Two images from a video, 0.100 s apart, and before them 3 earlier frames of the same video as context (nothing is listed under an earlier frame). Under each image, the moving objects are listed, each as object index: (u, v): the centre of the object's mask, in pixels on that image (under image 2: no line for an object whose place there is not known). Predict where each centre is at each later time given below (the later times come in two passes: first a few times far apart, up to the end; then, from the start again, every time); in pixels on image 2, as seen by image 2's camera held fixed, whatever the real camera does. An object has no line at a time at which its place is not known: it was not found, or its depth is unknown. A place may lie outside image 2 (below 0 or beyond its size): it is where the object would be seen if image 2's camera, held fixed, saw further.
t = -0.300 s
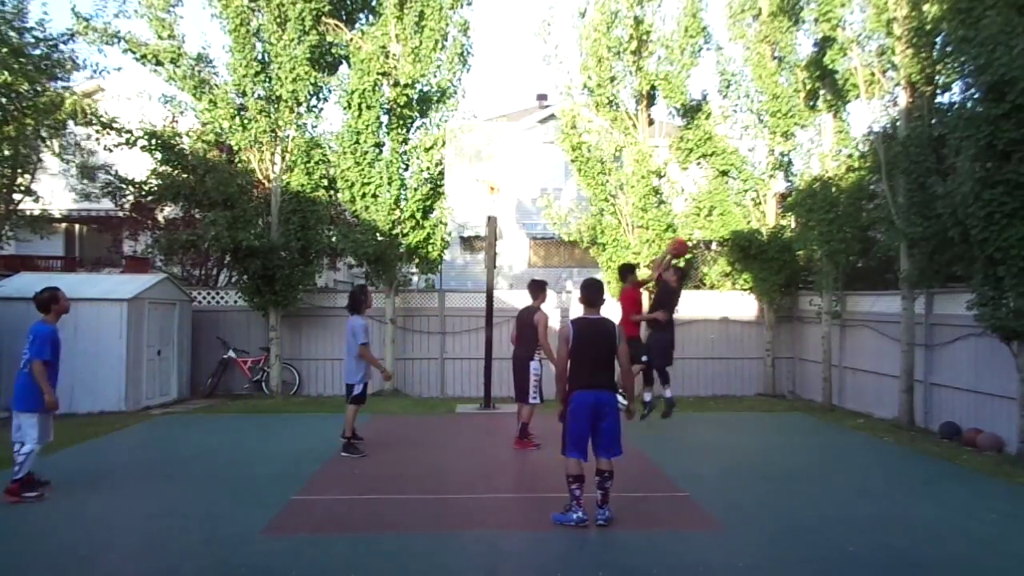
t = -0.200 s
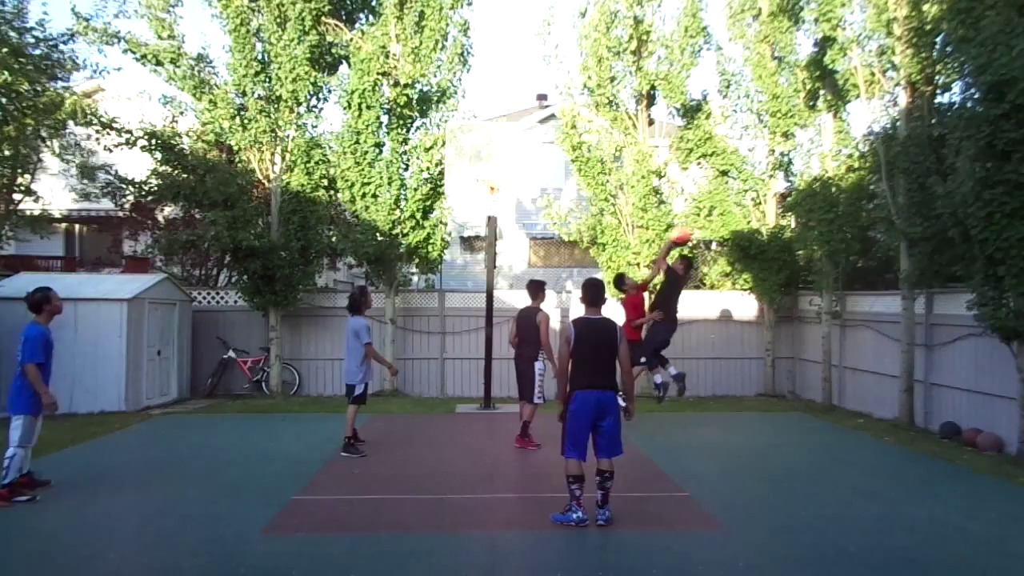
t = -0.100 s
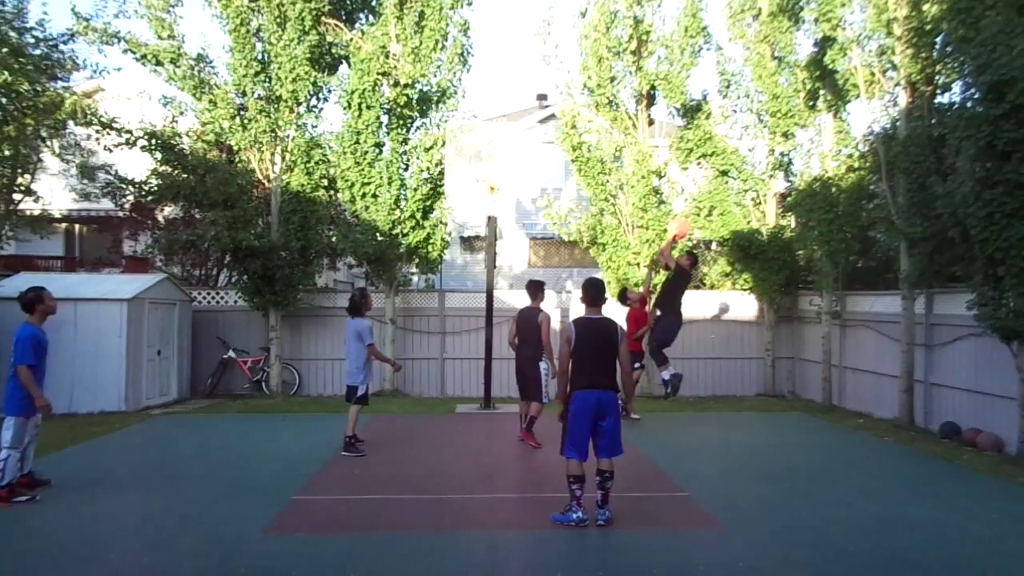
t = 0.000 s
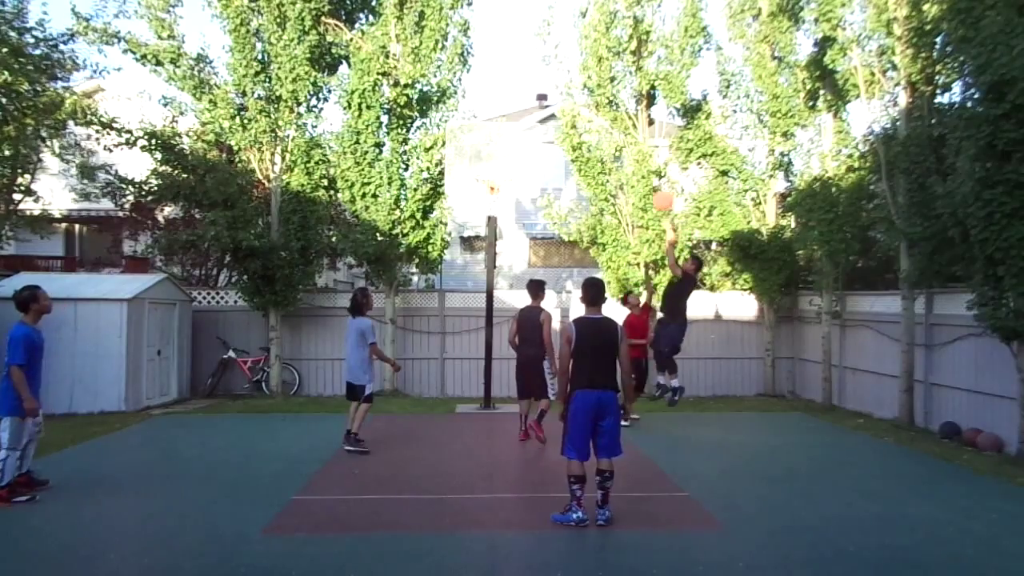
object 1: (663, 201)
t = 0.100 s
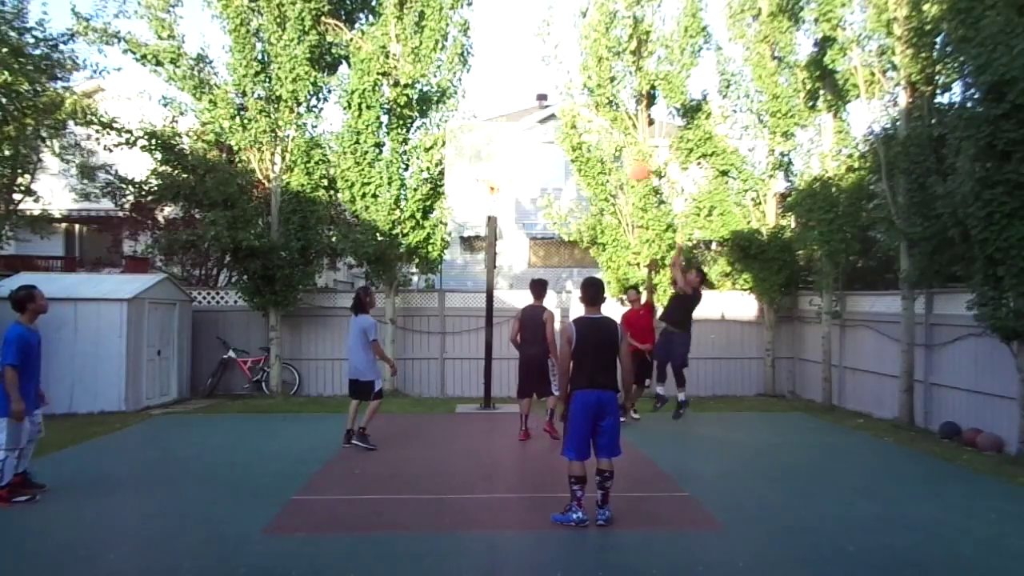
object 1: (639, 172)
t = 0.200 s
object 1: (616, 150)
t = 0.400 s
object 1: (571, 133)
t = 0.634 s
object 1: (518, 154)
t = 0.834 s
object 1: (481, 196)
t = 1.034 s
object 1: (480, 226)
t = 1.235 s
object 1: (478, 286)
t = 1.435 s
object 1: (477, 380)
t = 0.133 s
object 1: (631, 163)
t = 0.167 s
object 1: (623, 156)
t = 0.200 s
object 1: (616, 150)
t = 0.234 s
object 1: (609, 146)
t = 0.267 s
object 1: (601, 141)
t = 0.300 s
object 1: (592, 138)
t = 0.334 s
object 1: (585, 136)
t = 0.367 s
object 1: (577, 134)
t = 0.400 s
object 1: (571, 133)
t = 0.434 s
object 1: (563, 134)
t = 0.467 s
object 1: (554, 135)
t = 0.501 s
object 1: (548, 137)
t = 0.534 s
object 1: (541, 139)
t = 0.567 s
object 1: (533, 144)
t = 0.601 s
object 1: (525, 148)
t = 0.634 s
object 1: (518, 154)
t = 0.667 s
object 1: (510, 160)
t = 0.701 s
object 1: (503, 167)
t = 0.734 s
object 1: (497, 175)
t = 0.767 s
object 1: (491, 186)
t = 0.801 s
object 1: (487, 188)
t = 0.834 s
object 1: (481, 196)
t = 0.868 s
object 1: (482, 206)
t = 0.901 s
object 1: (481, 205)
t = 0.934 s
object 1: (481, 208)
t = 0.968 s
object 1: (480, 214)
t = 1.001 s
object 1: (480, 220)
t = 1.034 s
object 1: (480, 226)
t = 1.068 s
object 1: (479, 234)
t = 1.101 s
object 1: (478, 243)
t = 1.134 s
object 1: (479, 251)
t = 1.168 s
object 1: (479, 262)
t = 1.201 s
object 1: (478, 273)
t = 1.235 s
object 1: (478, 286)
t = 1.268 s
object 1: (478, 299)
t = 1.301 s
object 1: (477, 314)
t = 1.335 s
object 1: (478, 329)
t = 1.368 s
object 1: (477, 345)
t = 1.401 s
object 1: (477, 362)
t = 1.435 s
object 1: (477, 380)
